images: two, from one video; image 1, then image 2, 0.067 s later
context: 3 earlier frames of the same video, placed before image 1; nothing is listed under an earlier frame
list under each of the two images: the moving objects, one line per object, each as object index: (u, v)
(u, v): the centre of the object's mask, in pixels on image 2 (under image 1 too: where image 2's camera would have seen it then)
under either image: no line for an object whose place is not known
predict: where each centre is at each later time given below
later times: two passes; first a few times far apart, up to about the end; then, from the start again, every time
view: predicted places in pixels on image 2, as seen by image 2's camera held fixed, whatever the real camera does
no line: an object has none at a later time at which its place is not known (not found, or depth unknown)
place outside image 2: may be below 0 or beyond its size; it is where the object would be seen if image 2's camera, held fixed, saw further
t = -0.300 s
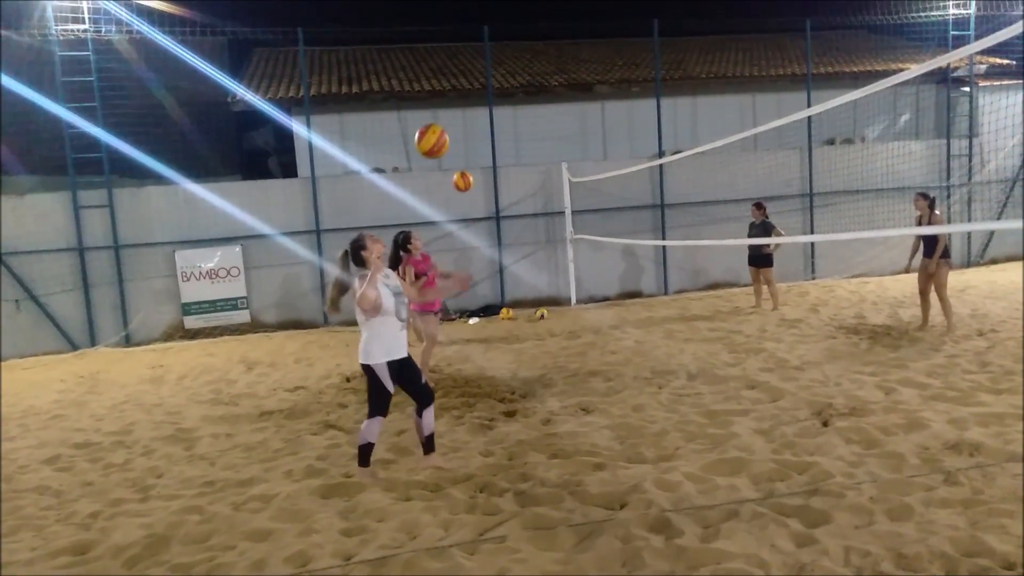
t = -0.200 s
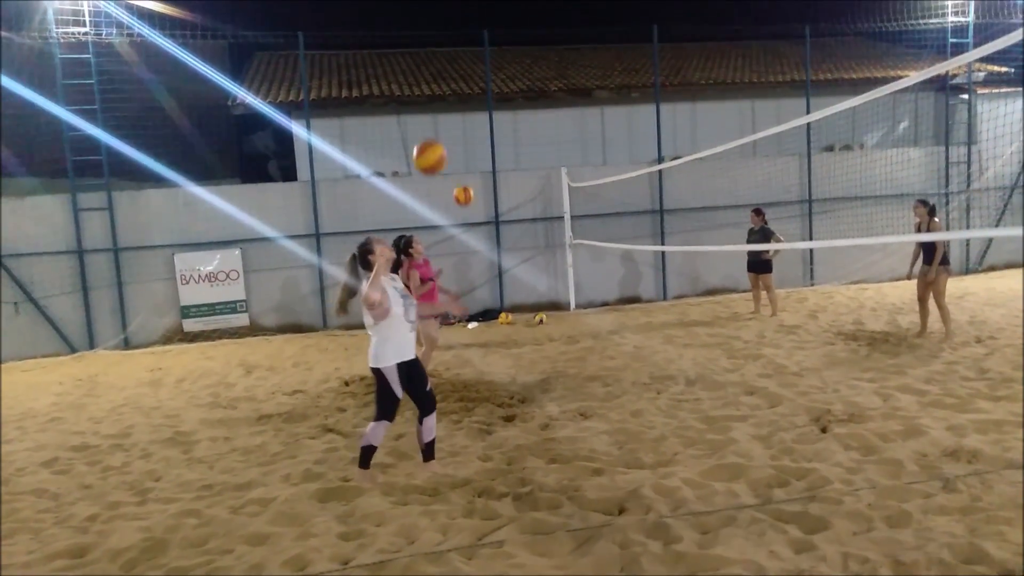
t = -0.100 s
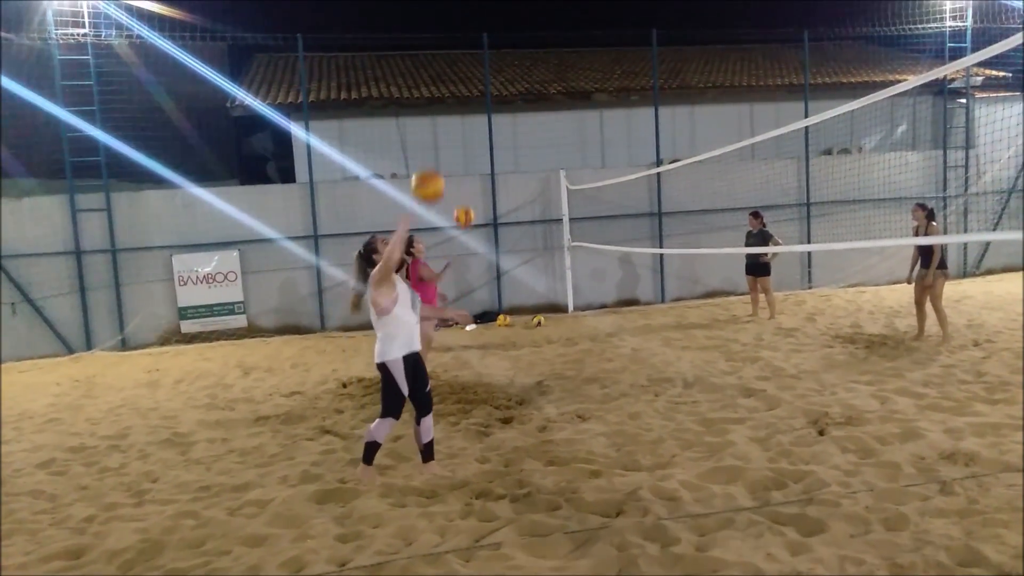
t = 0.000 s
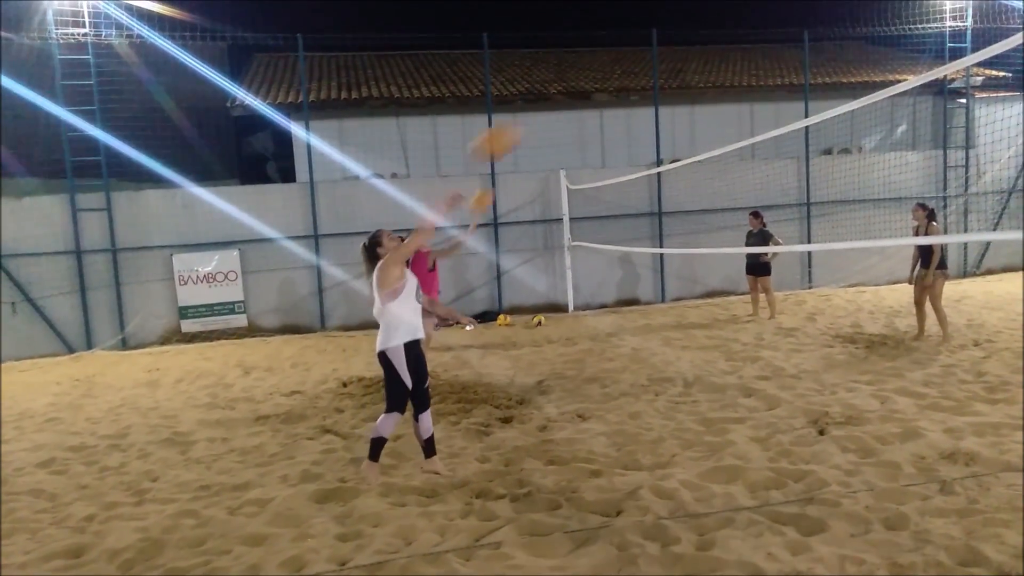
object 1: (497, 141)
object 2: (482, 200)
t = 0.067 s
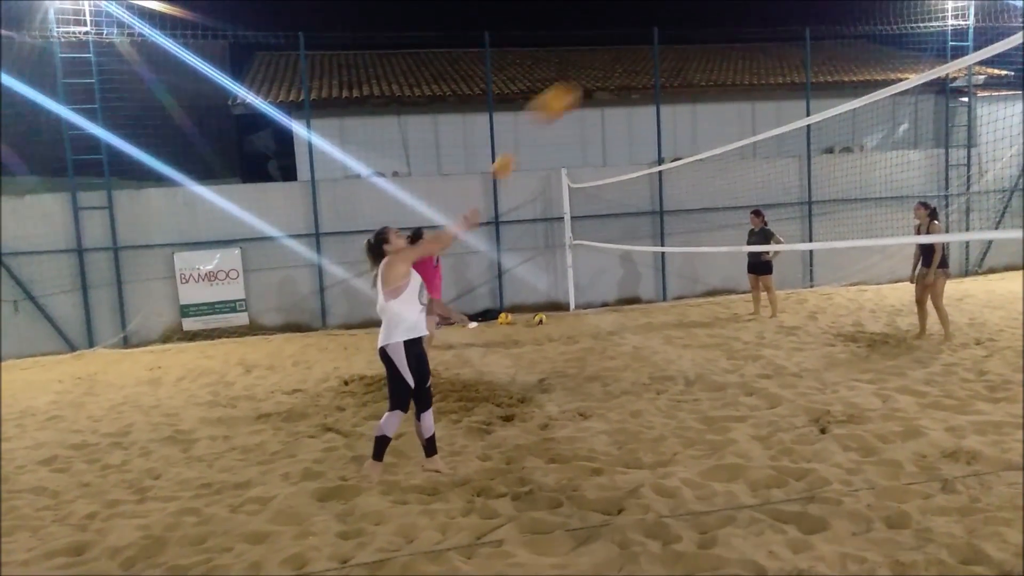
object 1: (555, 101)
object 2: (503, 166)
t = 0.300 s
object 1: (736, 32)
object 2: (578, 83)
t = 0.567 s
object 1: (908, 45)
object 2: (657, 55)
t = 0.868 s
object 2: (739, 98)
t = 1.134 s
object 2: (806, 195)
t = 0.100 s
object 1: (582, 87)
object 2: (514, 151)
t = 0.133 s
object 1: (608, 74)
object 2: (525, 137)
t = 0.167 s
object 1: (635, 63)
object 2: (535, 124)
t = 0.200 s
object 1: (661, 52)
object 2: (546, 111)
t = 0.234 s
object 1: (686, 43)
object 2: (557, 100)
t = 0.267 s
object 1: (711, 37)
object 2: (567, 92)
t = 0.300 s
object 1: (736, 32)
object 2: (578, 83)
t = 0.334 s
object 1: (759, 29)
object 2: (587, 76)
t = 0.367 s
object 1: (782, 28)
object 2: (597, 70)
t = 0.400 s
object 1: (804, 27)
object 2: (608, 65)
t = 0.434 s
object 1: (826, 28)
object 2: (618, 60)
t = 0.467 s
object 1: (847, 30)
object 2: (627, 57)
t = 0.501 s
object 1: (868, 33)
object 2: (637, 56)
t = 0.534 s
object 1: (889, 38)
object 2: (647, 55)
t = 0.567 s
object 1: (908, 45)
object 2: (657, 55)
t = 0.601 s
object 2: (666, 56)
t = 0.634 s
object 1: (942, 56)
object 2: (675, 59)
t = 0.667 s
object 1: (968, 77)
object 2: (685, 61)
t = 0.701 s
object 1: (983, 83)
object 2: (694, 65)
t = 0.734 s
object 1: (1000, 97)
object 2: (703, 70)
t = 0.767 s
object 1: (1015, 112)
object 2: (712, 76)
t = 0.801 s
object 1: (1022, 126)
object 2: (722, 83)
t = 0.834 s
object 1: (1048, 143)
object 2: (730, 91)
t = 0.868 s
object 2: (739, 98)
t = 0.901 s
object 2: (748, 108)
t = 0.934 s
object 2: (756, 118)
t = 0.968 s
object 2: (763, 125)
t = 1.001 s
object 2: (774, 142)
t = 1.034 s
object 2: (782, 153)
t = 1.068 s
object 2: (791, 166)
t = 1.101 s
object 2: (799, 180)
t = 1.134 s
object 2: (806, 195)
